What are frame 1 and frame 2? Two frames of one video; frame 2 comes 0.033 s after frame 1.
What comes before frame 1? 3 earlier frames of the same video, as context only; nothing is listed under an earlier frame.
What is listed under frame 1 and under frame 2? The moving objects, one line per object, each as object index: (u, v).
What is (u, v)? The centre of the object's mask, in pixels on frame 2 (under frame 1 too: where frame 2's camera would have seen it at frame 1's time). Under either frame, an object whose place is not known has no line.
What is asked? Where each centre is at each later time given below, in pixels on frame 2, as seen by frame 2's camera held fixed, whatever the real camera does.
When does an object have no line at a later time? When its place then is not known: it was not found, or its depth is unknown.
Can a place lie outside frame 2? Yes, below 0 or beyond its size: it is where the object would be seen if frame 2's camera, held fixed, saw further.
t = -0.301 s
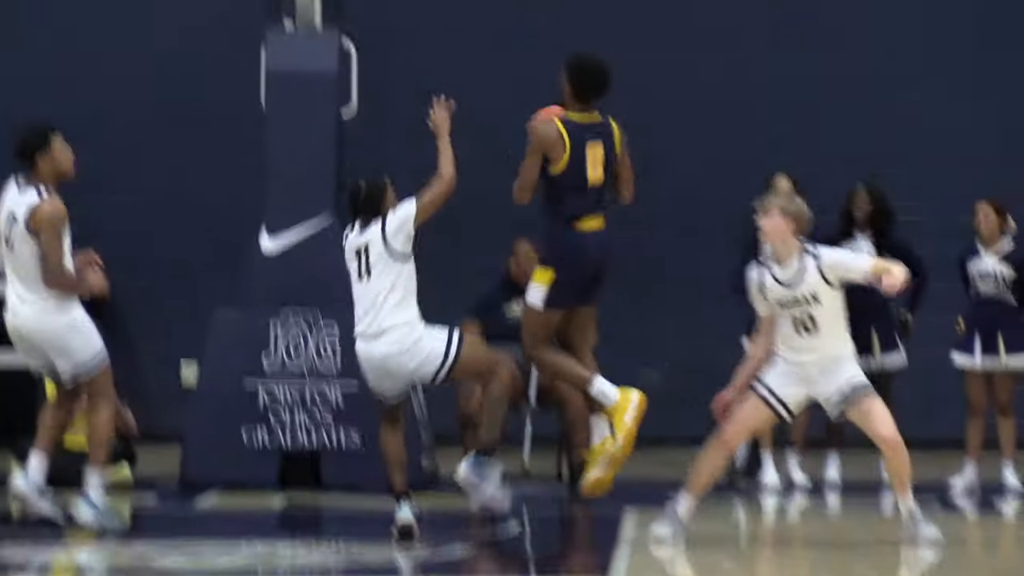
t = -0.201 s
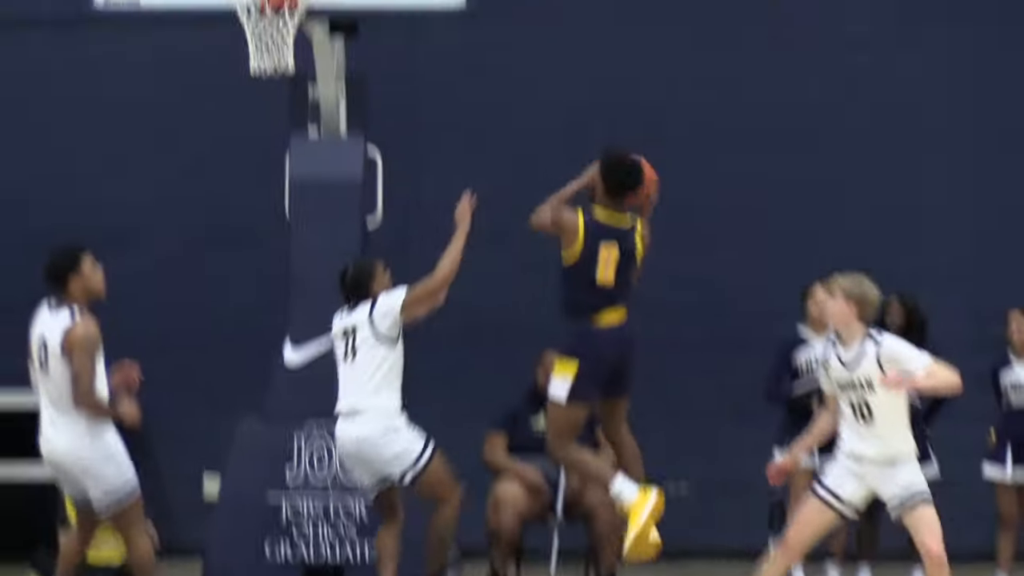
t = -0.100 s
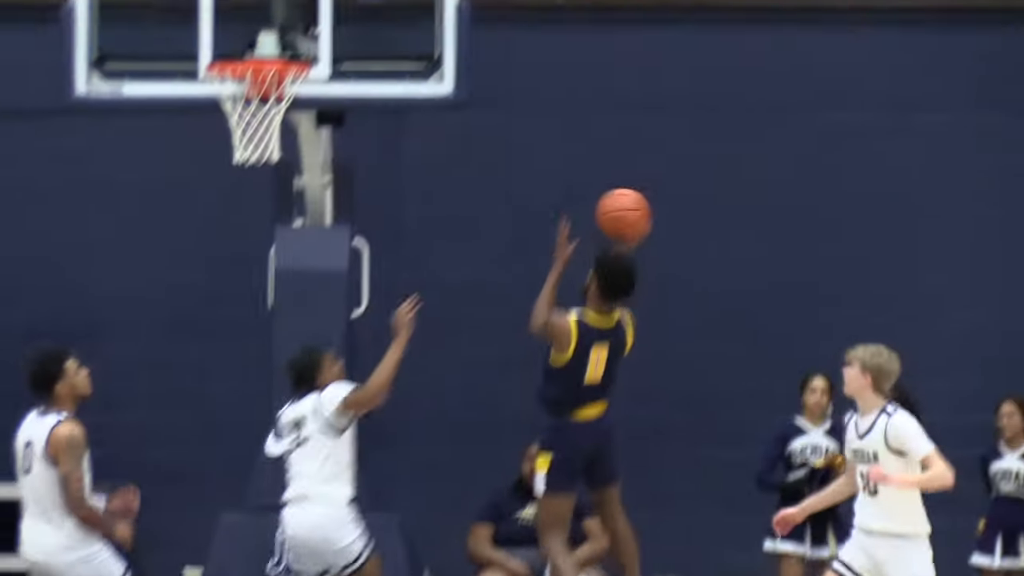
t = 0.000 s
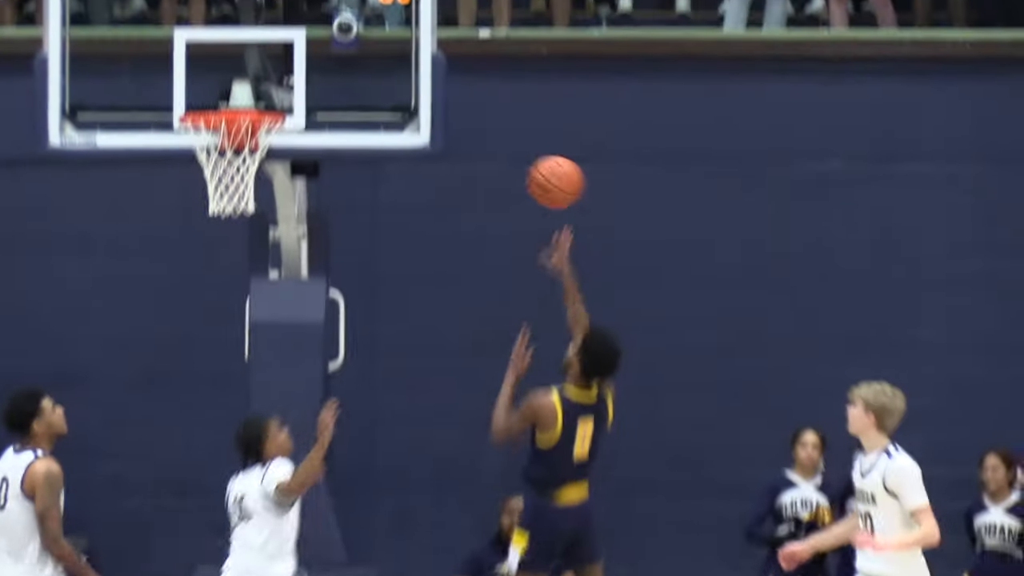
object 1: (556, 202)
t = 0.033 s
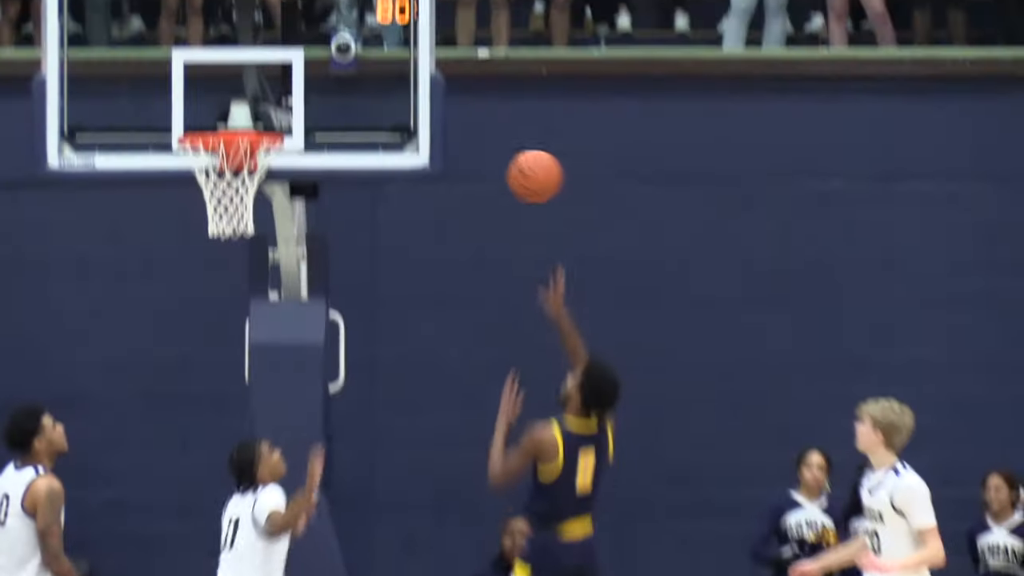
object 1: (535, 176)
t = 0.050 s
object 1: (524, 164)
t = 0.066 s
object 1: (515, 153)
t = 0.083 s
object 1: (504, 142)
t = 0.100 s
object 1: (494, 132)
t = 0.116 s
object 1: (484, 123)
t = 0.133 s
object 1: (474, 114)
